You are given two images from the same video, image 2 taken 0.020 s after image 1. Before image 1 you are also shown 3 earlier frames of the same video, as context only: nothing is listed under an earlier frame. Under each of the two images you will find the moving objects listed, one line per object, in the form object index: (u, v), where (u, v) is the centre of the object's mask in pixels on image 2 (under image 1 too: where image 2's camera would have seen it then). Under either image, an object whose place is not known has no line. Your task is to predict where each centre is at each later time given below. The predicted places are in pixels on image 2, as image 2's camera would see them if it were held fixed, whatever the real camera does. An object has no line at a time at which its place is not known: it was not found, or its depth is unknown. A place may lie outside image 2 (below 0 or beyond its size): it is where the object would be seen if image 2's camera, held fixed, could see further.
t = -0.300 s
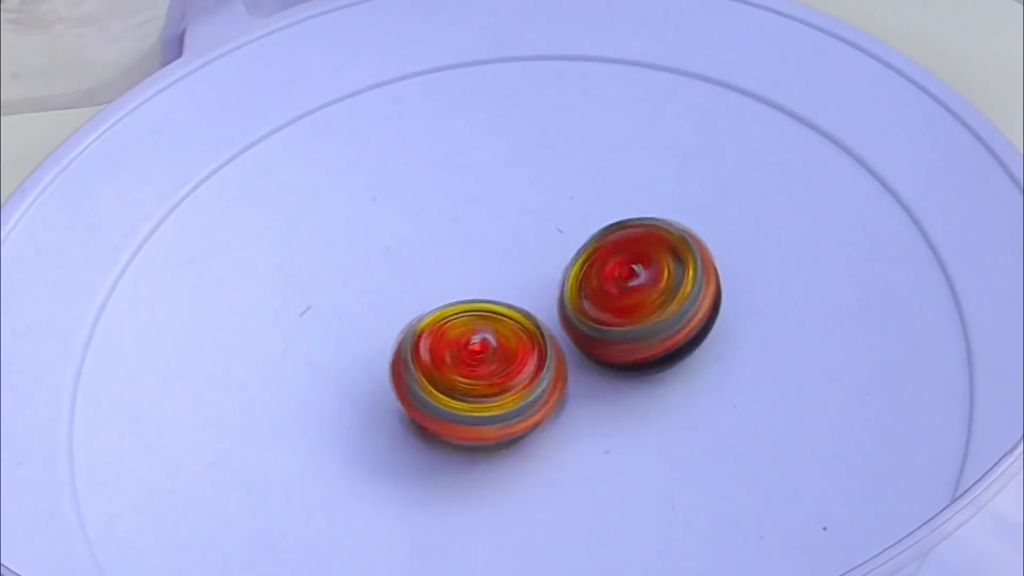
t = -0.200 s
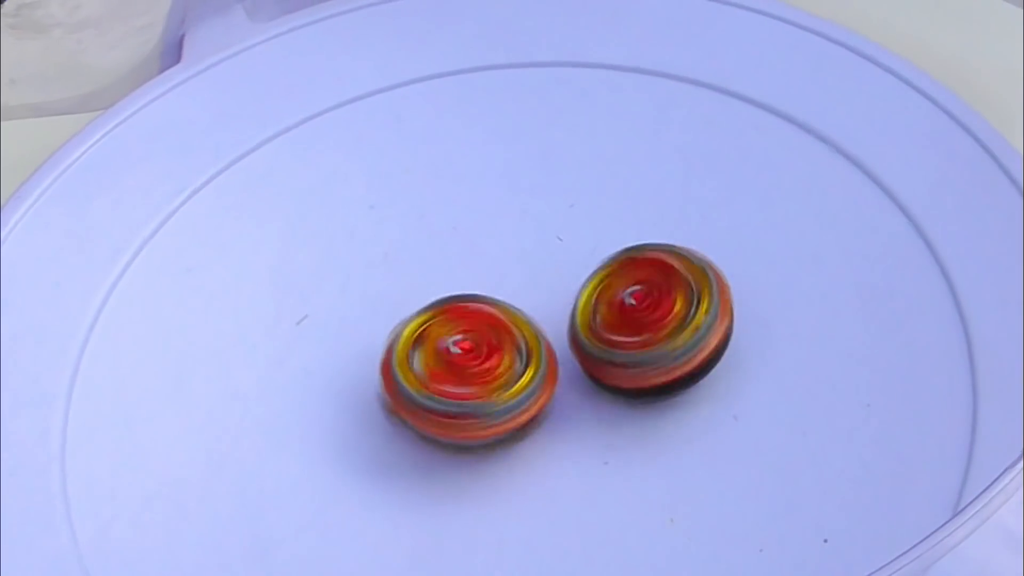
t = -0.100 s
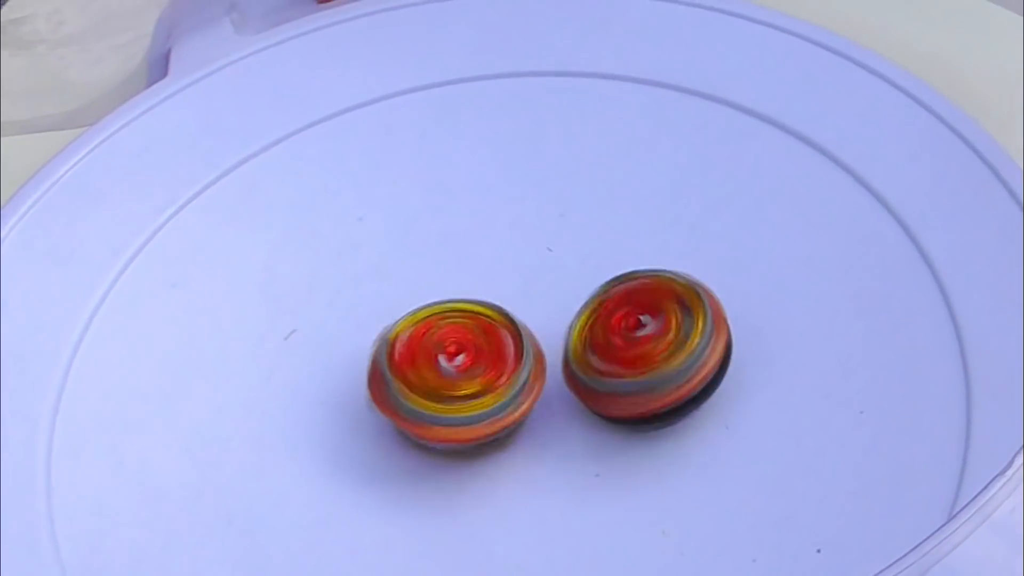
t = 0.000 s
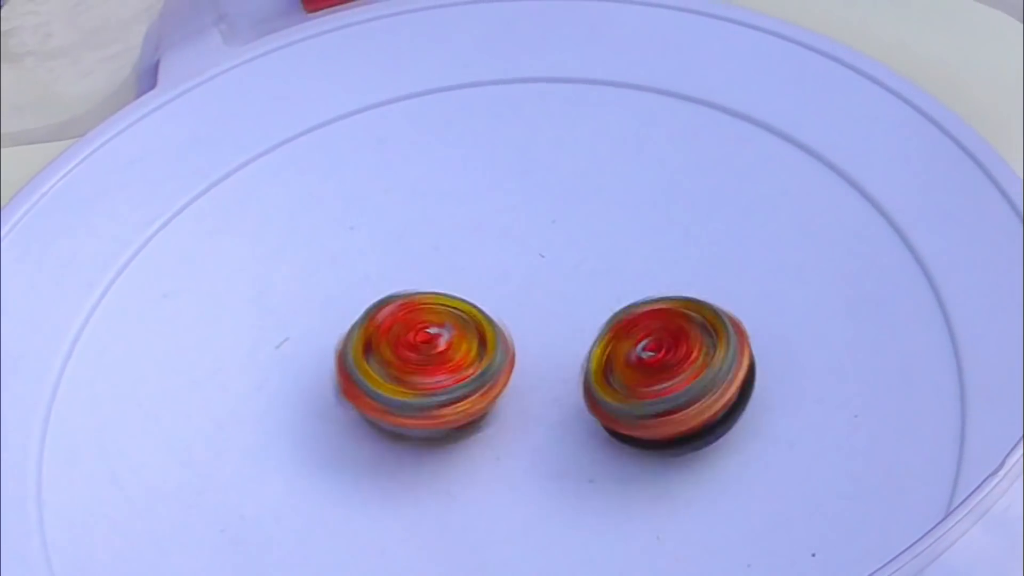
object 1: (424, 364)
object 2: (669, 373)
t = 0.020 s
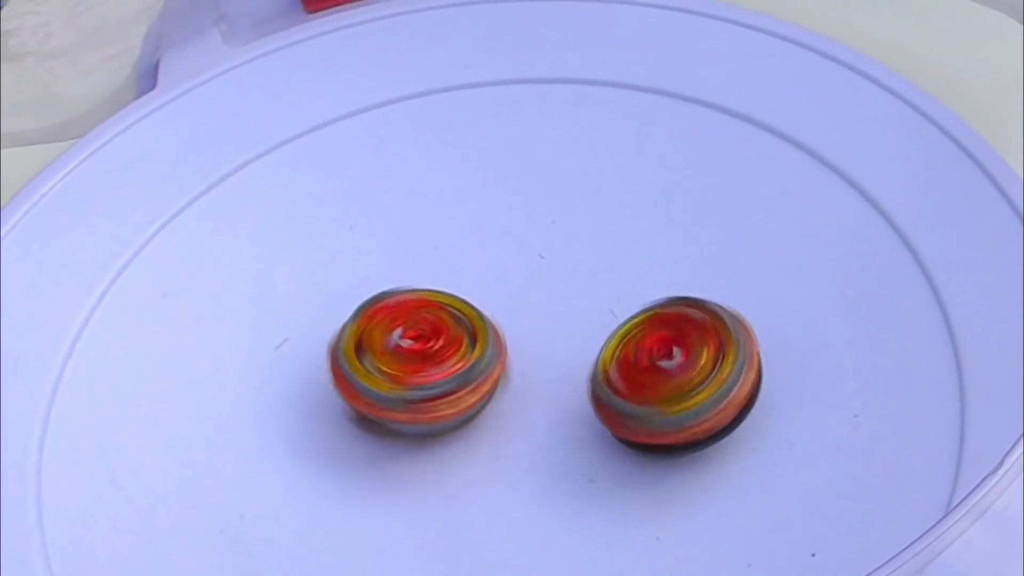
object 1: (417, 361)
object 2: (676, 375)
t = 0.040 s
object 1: (415, 357)
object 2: (680, 381)
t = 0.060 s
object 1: (411, 354)
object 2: (681, 385)
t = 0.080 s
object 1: (410, 349)
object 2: (681, 385)
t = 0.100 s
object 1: (408, 347)
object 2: (679, 388)
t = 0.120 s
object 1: (408, 344)
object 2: (676, 392)
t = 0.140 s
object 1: (406, 343)
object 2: (673, 393)
